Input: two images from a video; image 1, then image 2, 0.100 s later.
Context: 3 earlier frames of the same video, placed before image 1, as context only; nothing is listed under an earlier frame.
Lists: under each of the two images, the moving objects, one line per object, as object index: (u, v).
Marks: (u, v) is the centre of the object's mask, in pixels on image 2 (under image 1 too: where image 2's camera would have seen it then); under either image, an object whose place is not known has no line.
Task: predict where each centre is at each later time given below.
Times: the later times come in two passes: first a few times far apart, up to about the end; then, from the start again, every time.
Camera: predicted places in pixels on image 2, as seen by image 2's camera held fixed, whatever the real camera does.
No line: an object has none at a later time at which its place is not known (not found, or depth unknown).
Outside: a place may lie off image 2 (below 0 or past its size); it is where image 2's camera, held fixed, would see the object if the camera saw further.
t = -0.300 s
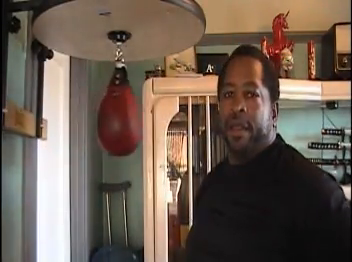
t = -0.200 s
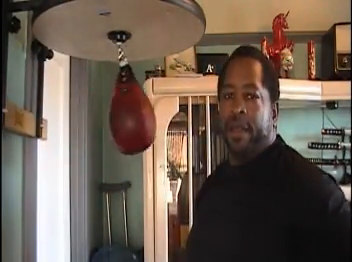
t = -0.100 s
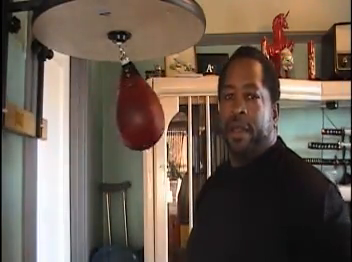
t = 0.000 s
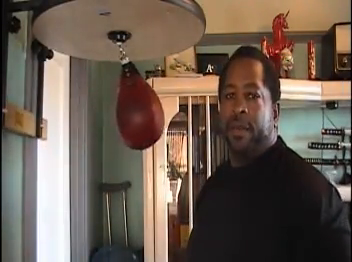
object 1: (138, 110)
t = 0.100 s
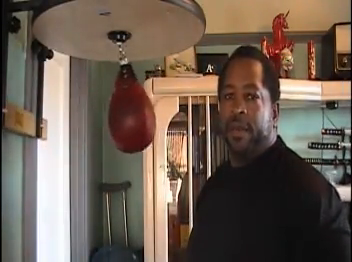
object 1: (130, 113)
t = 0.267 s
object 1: (112, 115)
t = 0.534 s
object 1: (105, 113)
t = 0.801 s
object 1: (131, 113)
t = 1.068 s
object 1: (130, 113)
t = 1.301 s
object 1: (108, 115)
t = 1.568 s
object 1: (110, 116)
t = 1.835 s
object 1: (133, 113)
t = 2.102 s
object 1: (124, 115)
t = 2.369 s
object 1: (106, 114)
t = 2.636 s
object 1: (119, 116)
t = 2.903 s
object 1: (132, 113)
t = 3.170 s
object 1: (115, 116)
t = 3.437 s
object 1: (108, 115)
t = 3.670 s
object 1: (125, 115)
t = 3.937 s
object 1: (129, 114)
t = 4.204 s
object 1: (112, 115)
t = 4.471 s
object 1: (113, 116)
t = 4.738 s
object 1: (129, 114)
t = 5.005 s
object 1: (122, 116)
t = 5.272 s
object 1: (111, 115)
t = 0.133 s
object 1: (127, 114)
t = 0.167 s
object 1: (123, 115)
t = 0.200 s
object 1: (119, 116)
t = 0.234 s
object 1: (115, 116)
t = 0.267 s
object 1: (112, 115)
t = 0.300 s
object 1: (107, 114)
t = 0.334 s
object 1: (105, 114)
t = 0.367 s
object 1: (103, 113)
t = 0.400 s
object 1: (102, 112)
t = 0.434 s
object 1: (102, 112)
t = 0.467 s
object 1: (103, 112)
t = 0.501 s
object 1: (103, 113)
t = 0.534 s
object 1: (105, 113)
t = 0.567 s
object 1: (107, 114)
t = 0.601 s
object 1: (110, 115)
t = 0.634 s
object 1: (113, 116)
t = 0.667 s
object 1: (117, 116)
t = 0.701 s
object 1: (121, 116)
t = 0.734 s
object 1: (125, 115)
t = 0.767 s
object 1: (128, 114)
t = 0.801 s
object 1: (131, 113)
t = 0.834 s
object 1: (133, 112)
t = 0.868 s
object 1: (135, 112)
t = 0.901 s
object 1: (136, 111)
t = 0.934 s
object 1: (136, 111)
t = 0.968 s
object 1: (136, 111)
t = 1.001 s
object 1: (135, 111)
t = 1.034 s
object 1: (133, 112)
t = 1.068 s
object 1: (130, 113)
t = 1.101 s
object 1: (127, 114)
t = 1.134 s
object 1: (123, 115)
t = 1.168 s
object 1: (120, 116)
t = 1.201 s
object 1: (116, 116)
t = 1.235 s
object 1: (113, 116)
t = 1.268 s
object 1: (110, 115)
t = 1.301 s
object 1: (108, 115)
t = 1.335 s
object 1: (106, 114)
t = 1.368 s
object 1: (104, 114)
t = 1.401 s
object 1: (104, 114)
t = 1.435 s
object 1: (104, 114)
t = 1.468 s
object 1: (105, 114)
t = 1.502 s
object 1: (106, 114)
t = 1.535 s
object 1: (108, 115)
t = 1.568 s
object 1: (110, 116)
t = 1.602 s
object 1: (113, 116)
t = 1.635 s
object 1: (117, 116)
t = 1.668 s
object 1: (120, 116)
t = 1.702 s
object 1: (123, 116)
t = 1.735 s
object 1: (126, 115)
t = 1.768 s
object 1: (129, 114)
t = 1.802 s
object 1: (131, 113)
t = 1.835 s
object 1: (133, 113)
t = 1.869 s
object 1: (134, 112)
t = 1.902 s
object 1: (134, 112)
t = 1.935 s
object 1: (134, 112)
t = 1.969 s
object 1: (133, 113)
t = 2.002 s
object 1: (132, 113)
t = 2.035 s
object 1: (129, 114)
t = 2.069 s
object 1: (127, 115)
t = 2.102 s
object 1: (124, 115)
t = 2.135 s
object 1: (121, 116)
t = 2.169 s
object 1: (118, 116)
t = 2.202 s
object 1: (114, 116)
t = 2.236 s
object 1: (112, 115)
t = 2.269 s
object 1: (110, 115)
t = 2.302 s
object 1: (108, 114)
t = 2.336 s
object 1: (107, 114)
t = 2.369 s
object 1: (106, 114)
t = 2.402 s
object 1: (106, 114)
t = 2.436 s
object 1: (106, 114)
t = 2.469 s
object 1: (107, 115)
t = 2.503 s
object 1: (109, 115)
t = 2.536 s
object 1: (111, 116)
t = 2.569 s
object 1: (114, 116)
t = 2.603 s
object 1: (116, 116)
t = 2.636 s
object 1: (119, 116)
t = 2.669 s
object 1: (122, 115)
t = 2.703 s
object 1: (125, 115)
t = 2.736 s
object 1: (128, 114)
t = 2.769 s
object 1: (130, 114)
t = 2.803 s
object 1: (131, 113)
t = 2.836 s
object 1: (132, 113)
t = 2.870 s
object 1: (133, 113)
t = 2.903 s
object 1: (132, 113)
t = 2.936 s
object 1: (132, 113)
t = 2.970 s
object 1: (130, 114)
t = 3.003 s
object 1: (129, 114)
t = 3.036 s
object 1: (126, 115)
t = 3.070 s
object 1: (124, 116)
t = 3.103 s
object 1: (121, 116)
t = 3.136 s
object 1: (117, 115)
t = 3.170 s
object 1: (115, 116)
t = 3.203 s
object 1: (113, 115)
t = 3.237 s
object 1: (111, 115)
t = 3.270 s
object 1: (109, 115)
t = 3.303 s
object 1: (108, 114)
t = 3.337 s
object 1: (107, 114)
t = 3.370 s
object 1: (107, 114)
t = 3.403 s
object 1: (108, 115)
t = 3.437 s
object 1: (108, 115)
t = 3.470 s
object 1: (110, 115)
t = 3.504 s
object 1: (112, 115)
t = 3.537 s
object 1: (114, 115)
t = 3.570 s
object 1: (117, 115)
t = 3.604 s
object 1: (119, 116)
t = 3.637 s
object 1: (122, 115)
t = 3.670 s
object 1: (125, 115)
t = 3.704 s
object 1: (127, 114)
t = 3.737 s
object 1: (129, 114)
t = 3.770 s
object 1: (130, 114)
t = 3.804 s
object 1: (131, 114)
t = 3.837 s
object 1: (131, 114)
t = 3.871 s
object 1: (131, 114)
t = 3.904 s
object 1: (130, 114)
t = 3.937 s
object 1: (129, 114)
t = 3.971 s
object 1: (127, 115)
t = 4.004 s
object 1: (125, 115)
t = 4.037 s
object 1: (123, 116)
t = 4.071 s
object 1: (121, 116)
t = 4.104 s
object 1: (118, 116)
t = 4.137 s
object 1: (116, 116)
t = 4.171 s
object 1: (114, 115)
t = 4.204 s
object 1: (112, 115)
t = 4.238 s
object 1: (110, 115)
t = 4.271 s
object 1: (109, 115)
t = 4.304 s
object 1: (109, 115)
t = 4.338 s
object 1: (109, 115)
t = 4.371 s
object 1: (109, 115)
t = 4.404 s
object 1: (110, 116)
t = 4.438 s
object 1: (111, 116)
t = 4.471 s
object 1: (113, 116)
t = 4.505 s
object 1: (115, 116)
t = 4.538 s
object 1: (117, 116)
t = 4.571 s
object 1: (120, 116)
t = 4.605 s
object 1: (122, 116)
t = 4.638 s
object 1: (124, 115)
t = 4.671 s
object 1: (126, 115)
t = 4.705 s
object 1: (128, 115)
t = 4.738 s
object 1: (129, 114)
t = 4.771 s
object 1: (129, 114)
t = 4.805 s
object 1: (129, 114)
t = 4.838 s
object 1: (129, 115)
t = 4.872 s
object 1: (129, 115)
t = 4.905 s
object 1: (128, 115)
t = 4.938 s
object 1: (126, 115)
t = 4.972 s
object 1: (124, 116)
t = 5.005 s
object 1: (122, 116)
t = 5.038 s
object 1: (120, 116)
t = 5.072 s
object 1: (119, 116)
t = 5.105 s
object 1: (116, 116)
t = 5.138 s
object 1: (114, 116)
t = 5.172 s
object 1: (113, 116)
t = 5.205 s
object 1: (111, 115)
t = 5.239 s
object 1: (111, 115)
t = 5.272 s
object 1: (111, 115)
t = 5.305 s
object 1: (111, 115)
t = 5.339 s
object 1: (111, 115)
